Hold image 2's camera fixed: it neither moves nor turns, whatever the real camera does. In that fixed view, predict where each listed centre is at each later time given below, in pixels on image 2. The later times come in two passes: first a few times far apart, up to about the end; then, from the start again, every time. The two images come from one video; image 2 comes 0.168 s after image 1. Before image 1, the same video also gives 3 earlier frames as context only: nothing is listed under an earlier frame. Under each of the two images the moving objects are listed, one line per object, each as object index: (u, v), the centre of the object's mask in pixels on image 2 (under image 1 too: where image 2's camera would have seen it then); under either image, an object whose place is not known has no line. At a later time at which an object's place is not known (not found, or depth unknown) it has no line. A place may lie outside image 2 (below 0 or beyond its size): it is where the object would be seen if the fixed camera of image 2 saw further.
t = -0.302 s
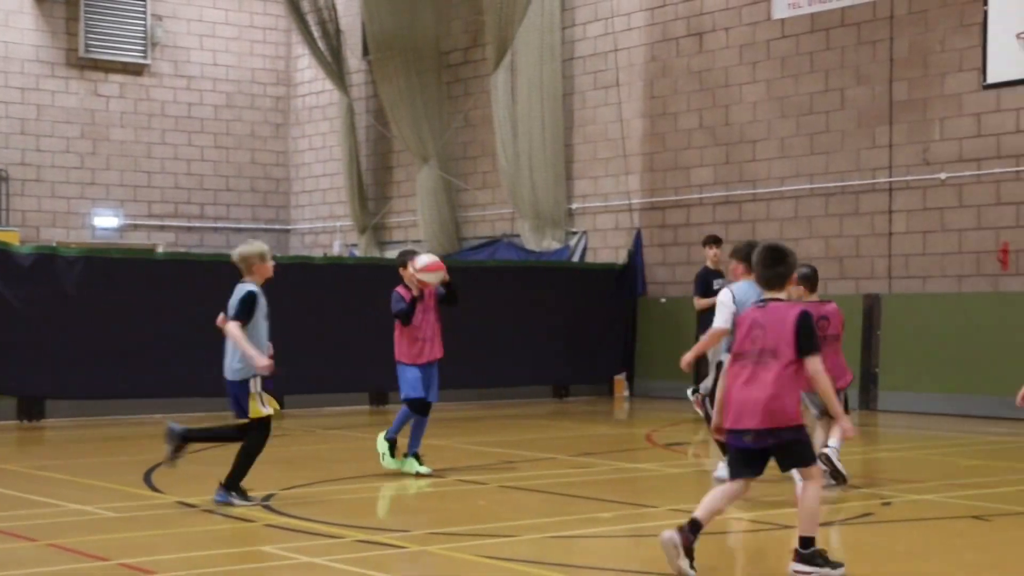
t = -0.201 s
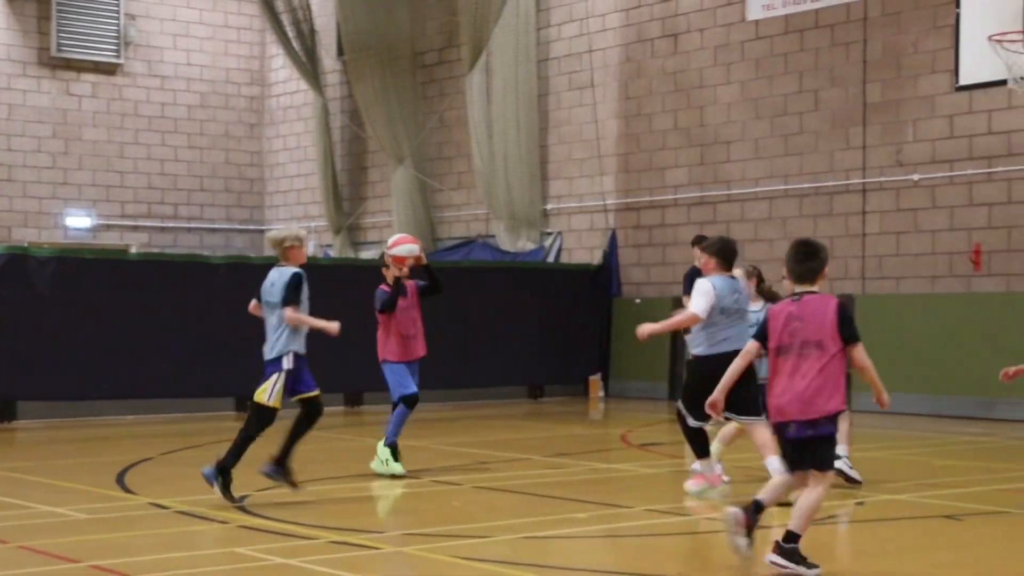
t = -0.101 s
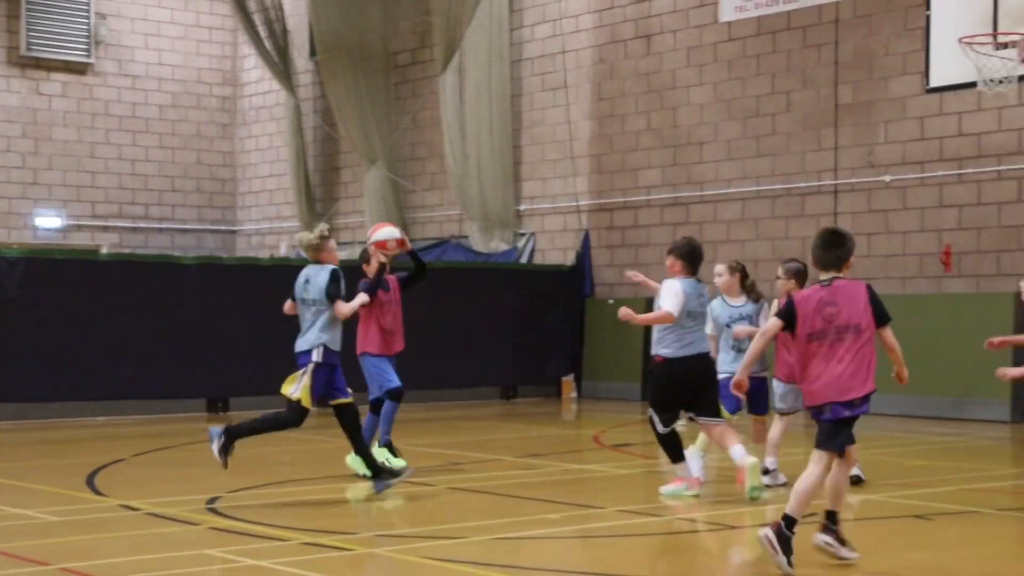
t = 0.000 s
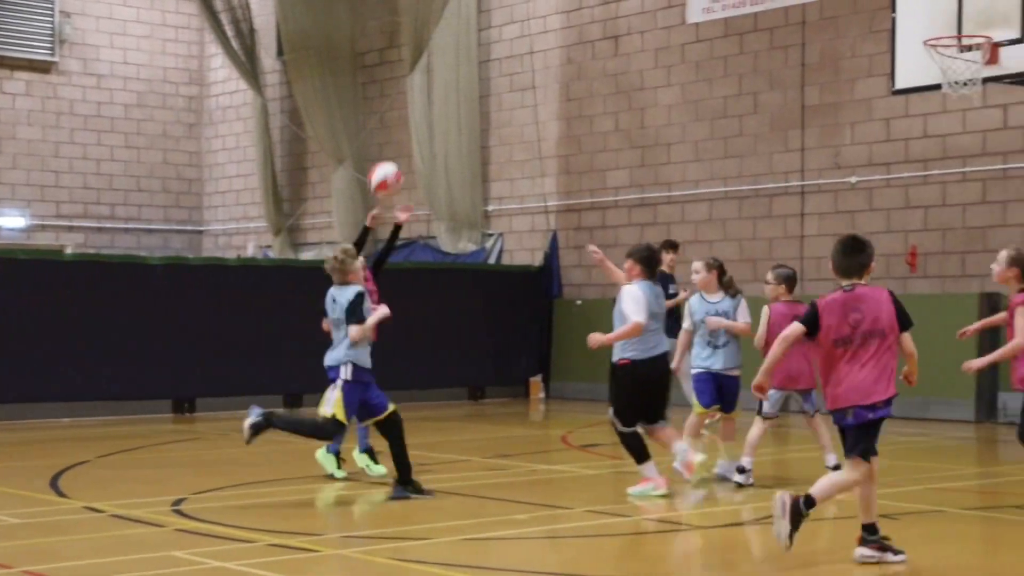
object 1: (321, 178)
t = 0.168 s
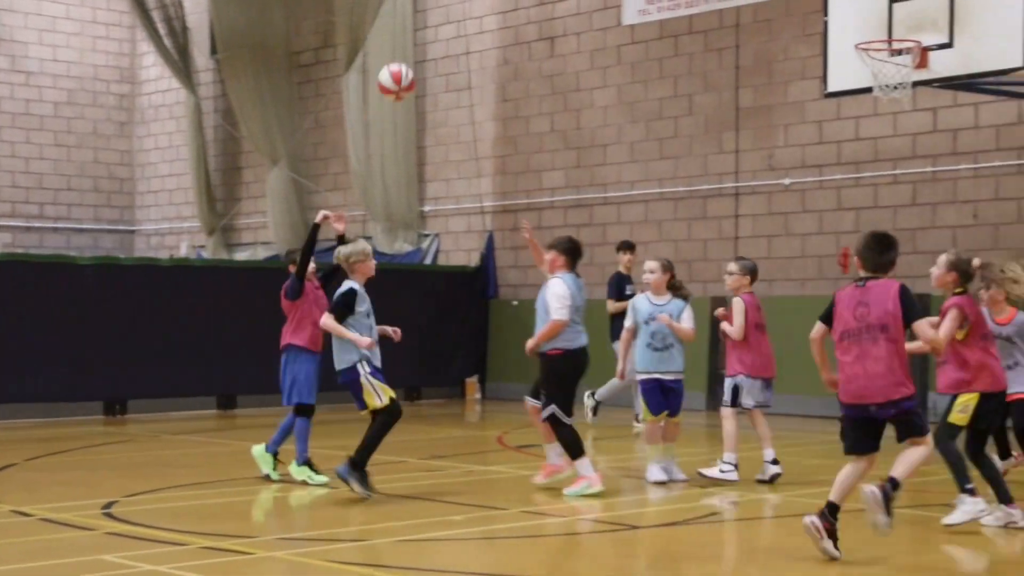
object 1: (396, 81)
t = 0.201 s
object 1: (411, 66)
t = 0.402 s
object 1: (510, 13)
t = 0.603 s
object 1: (618, 19)
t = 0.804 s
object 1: (736, 107)
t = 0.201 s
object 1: (411, 66)
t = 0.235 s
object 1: (427, 52)
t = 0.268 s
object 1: (442, 40)
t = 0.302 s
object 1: (459, 31)
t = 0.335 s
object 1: (476, 21)
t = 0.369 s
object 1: (493, 16)
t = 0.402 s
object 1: (510, 13)
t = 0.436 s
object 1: (526, 12)
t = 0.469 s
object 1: (545, 11)
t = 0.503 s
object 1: (562, 11)
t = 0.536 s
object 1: (580, 12)
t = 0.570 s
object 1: (599, 15)
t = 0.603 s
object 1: (618, 19)
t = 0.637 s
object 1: (637, 28)
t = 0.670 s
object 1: (656, 39)
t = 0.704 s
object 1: (675, 52)
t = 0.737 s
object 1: (695, 68)
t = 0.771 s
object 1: (714, 86)
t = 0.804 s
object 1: (736, 107)
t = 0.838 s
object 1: (778, 157)
